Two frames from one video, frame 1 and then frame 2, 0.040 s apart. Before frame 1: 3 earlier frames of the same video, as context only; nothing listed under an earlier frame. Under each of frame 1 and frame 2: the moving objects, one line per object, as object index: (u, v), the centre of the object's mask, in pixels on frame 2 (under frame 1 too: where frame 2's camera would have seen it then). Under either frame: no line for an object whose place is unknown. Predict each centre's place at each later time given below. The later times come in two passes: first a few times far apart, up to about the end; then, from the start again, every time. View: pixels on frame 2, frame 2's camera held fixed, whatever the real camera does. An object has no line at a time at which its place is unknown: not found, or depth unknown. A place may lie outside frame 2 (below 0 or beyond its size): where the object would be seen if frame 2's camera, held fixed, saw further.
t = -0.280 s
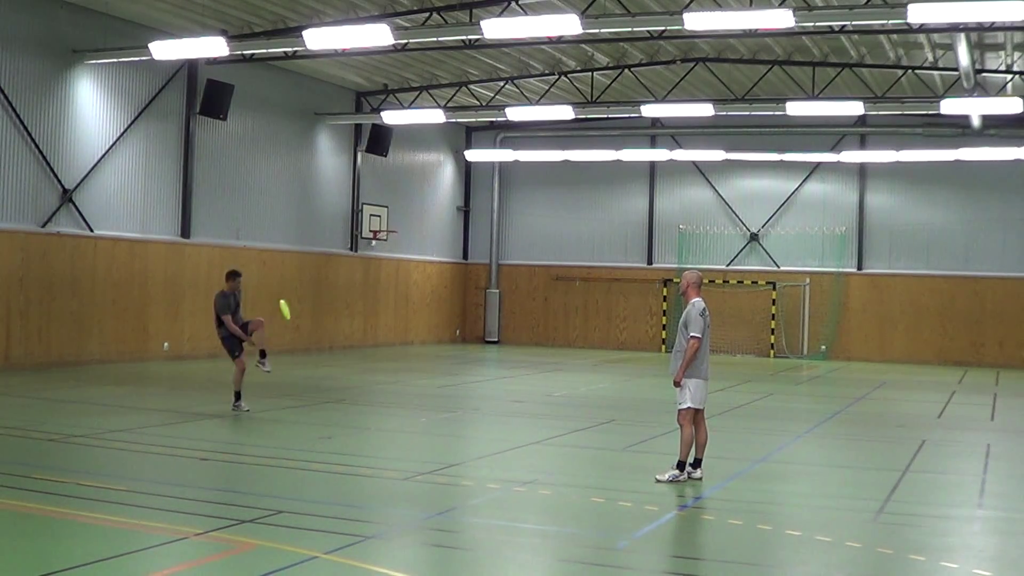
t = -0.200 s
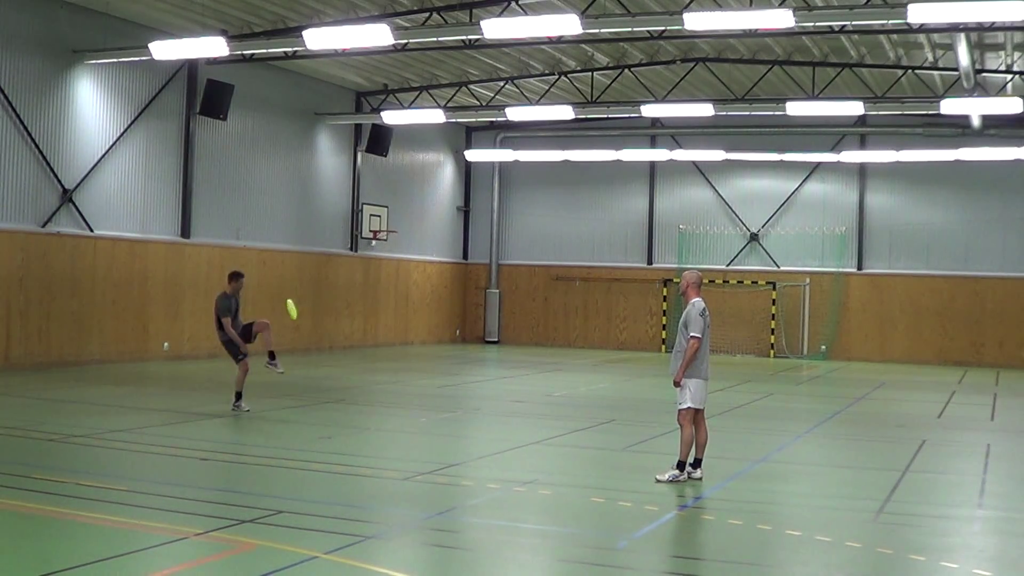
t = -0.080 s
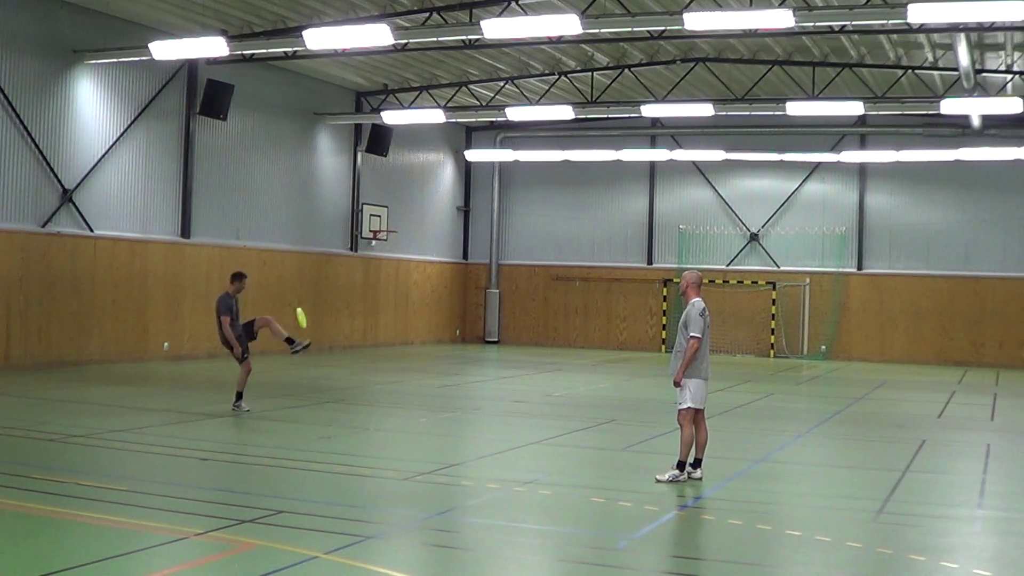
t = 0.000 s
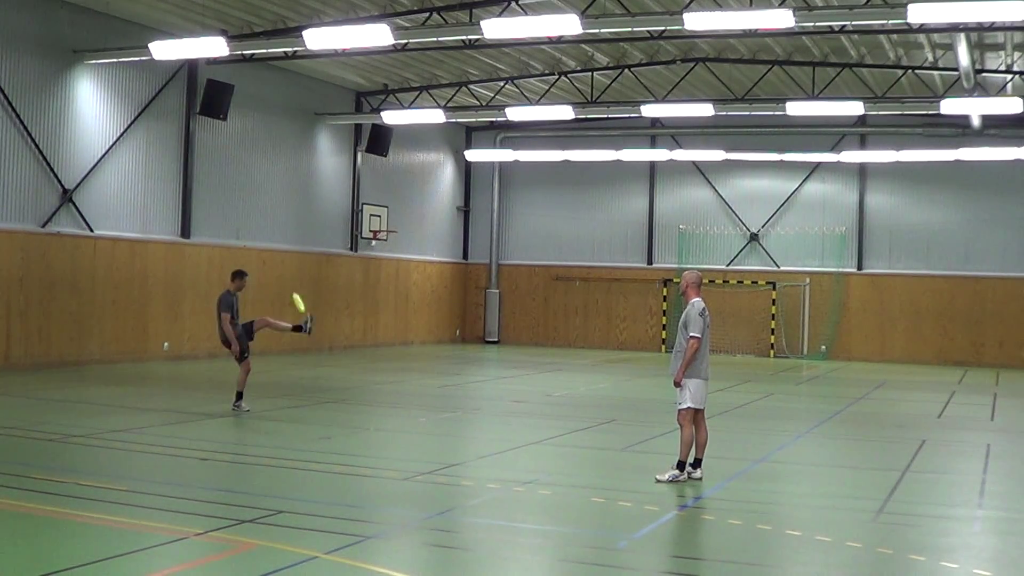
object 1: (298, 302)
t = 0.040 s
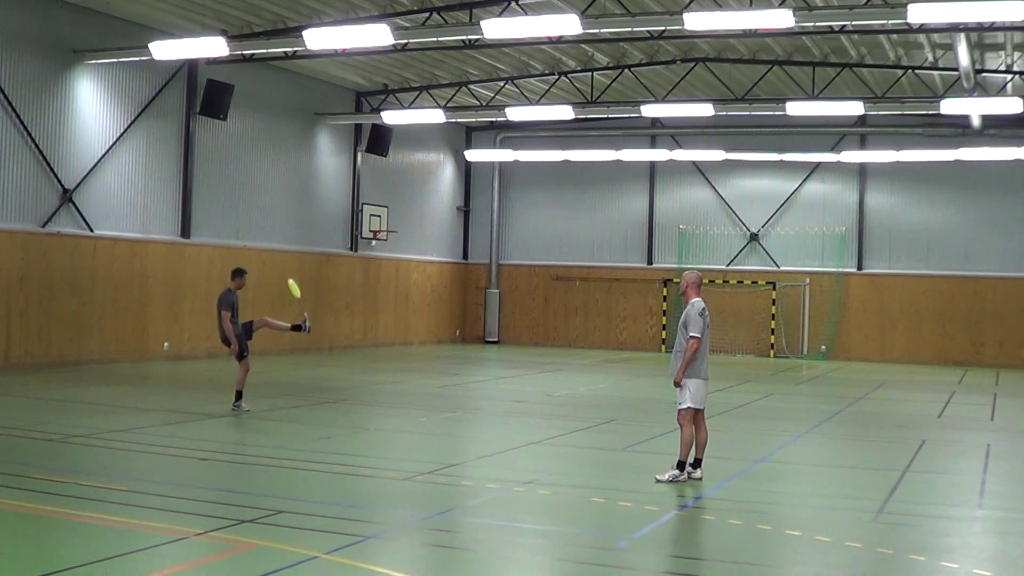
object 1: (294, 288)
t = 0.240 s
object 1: (271, 235)
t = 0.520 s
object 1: (242, 210)
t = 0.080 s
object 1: (289, 275)
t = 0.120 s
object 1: (285, 263)
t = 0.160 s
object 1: (280, 252)
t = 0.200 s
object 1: (276, 243)
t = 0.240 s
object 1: (271, 235)
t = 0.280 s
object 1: (267, 228)
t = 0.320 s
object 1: (263, 222)
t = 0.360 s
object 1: (259, 217)
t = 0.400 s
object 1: (254, 214)
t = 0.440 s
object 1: (250, 211)
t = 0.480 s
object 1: (246, 210)
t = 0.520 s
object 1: (242, 210)
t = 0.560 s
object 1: (238, 211)
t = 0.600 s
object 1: (235, 213)
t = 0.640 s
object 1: (231, 216)
